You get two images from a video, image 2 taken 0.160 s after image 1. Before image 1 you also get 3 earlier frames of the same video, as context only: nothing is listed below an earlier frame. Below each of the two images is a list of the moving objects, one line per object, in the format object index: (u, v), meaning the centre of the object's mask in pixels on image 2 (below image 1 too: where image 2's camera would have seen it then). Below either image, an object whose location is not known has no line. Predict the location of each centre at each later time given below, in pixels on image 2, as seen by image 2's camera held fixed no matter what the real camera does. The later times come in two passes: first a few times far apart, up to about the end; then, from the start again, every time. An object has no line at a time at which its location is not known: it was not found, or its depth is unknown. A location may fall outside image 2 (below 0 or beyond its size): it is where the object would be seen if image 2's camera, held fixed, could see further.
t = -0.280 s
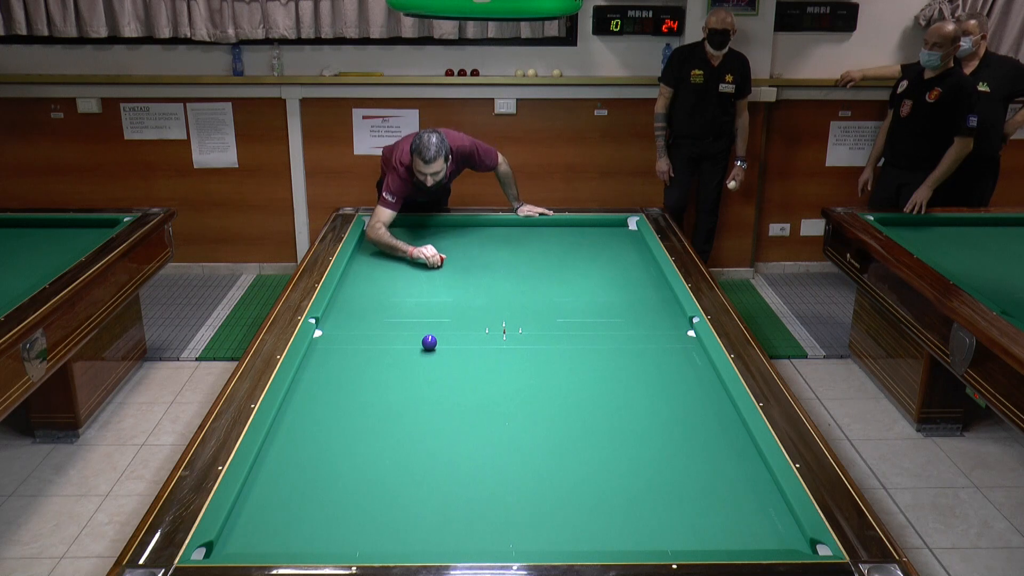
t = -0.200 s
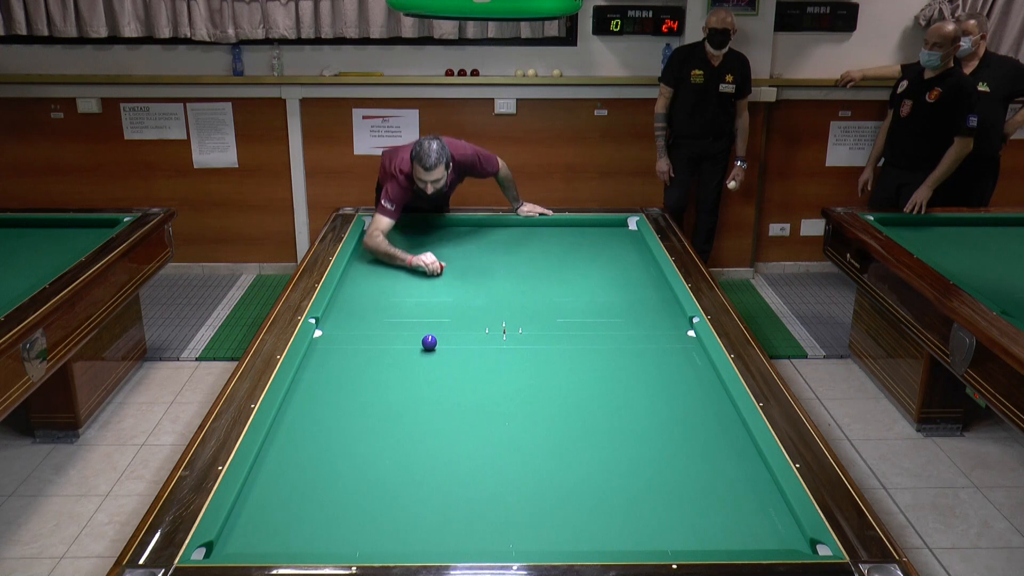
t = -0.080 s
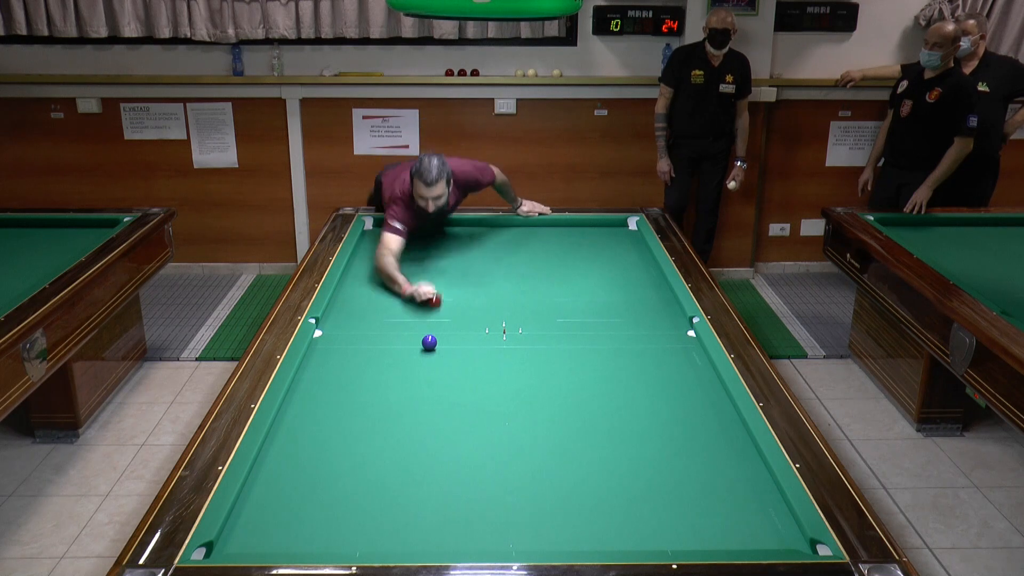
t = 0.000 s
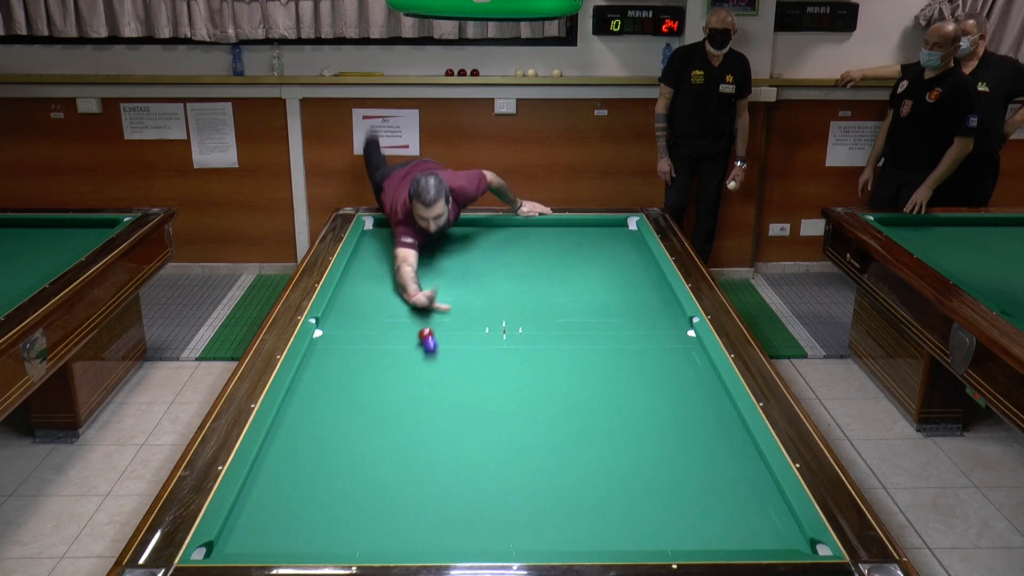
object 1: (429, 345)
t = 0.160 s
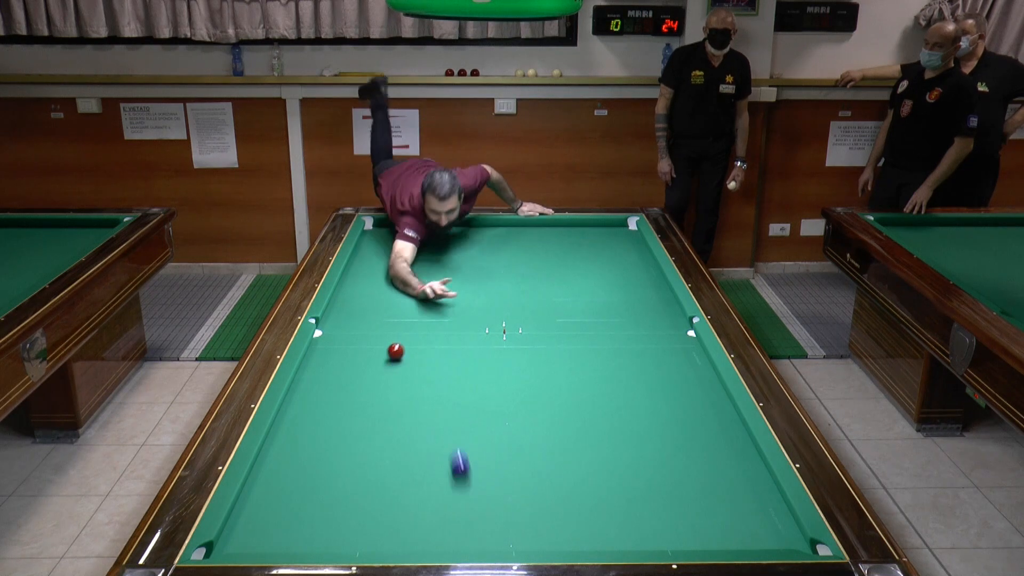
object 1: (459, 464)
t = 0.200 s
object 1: (470, 505)
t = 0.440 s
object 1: (506, 411)
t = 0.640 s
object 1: (519, 327)
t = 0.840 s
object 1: (526, 274)
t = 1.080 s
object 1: (533, 229)
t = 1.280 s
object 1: (537, 246)
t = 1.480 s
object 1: (542, 275)
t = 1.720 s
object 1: (550, 310)
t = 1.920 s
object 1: (557, 344)
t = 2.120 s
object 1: (566, 387)
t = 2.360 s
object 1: (579, 451)
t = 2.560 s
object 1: (594, 520)
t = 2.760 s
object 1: (594, 517)
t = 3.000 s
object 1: (584, 461)
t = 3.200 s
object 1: (577, 424)
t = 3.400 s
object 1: (571, 392)
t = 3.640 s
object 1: (566, 359)
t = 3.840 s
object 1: (561, 336)
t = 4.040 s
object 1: (558, 315)
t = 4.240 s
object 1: (554, 297)
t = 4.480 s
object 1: (551, 277)
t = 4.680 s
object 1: (548, 263)
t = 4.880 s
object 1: (545, 250)
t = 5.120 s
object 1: (543, 236)
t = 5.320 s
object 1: (541, 225)
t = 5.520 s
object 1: (541, 230)
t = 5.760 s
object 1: (543, 238)
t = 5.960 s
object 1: (544, 245)
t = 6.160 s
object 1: (546, 251)
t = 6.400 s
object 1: (547, 260)
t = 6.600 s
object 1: (549, 268)
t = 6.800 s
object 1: (550, 275)
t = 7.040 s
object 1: (552, 284)
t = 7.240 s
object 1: (553, 292)
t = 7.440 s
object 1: (554, 301)
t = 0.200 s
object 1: (470, 505)
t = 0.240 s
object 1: (482, 544)
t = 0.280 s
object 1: (489, 521)
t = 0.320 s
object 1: (494, 488)
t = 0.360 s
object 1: (499, 459)
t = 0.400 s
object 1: (502, 434)
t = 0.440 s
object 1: (506, 411)
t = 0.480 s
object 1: (509, 391)
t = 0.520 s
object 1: (512, 373)
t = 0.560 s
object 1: (514, 356)
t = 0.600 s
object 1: (517, 341)
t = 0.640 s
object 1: (519, 327)
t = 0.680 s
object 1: (520, 315)
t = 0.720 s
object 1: (522, 303)
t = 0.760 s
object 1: (524, 293)
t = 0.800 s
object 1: (525, 284)
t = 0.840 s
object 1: (526, 274)
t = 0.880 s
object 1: (527, 266)
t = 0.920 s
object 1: (528, 258)
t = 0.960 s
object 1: (530, 250)
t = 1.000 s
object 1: (531, 243)
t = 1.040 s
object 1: (532, 236)
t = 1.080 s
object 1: (533, 229)
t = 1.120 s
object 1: (533, 224)
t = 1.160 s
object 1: (534, 229)
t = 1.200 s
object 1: (535, 234)
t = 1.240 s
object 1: (536, 240)
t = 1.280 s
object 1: (537, 246)
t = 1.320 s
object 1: (538, 252)
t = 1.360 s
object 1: (539, 258)
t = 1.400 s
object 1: (540, 263)
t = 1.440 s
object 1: (541, 269)
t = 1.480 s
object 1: (542, 275)
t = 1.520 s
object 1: (544, 280)
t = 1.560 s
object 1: (545, 286)
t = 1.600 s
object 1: (546, 291)
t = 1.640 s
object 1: (547, 297)
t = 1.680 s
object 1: (548, 303)
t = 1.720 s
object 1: (550, 310)
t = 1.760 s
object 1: (551, 316)
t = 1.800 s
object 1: (552, 323)
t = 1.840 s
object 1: (554, 330)
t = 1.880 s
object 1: (555, 337)
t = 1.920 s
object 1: (557, 344)
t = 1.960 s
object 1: (559, 352)
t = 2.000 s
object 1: (560, 360)
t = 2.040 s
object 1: (562, 369)
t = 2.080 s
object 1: (564, 377)
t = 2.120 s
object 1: (566, 387)
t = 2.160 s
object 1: (568, 396)
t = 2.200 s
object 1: (570, 406)
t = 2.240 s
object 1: (572, 417)
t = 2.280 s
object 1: (574, 427)
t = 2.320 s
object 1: (577, 439)
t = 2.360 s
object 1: (579, 451)
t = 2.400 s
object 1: (582, 464)
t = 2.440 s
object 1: (585, 477)
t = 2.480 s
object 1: (588, 490)
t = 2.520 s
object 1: (591, 505)
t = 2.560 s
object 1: (594, 520)
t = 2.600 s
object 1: (598, 536)
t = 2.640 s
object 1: (600, 545)
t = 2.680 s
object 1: (599, 540)
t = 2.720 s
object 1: (597, 530)
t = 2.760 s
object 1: (594, 517)
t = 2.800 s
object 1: (592, 506)
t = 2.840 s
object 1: (590, 496)
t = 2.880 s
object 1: (589, 487)
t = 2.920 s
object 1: (587, 478)
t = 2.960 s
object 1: (586, 469)
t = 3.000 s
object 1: (584, 461)
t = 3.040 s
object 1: (583, 453)
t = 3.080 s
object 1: (581, 445)
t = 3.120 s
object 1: (580, 438)
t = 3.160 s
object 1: (579, 431)
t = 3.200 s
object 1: (577, 424)
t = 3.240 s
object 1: (576, 417)
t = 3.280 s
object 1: (575, 410)
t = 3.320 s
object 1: (574, 404)
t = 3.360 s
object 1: (572, 398)
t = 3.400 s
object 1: (571, 392)
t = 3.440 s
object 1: (570, 386)
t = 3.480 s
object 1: (569, 381)
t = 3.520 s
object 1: (568, 375)
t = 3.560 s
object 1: (568, 370)
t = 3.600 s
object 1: (566, 364)
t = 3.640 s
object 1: (566, 359)
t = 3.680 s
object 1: (565, 354)
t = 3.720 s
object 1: (564, 350)
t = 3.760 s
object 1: (563, 345)
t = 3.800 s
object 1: (562, 340)
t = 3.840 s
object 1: (561, 336)
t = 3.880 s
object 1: (561, 331)
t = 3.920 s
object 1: (560, 327)
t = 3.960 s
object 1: (559, 323)
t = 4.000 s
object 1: (558, 319)
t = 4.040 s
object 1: (558, 315)
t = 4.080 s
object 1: (557, 311)
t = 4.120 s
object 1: (556, 308)
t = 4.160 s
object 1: (555, 304)
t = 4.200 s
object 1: (555, 300)
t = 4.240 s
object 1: (554, 297)
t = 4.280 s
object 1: (554, 293)
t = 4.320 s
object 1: (553, 290)
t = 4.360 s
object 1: (552, 287)
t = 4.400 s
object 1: (552, 284)
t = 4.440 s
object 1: (551, 280)
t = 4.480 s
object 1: (551, 277)
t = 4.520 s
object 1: (550, 274)
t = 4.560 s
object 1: (549, 272)
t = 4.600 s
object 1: (549, 269)
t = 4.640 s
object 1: (548, 266)
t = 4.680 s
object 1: (548, 263)
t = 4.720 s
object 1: (547, 260)
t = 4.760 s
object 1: (547, 258)
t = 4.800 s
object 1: (546, 255)
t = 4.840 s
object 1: (546, 253)
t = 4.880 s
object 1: (545, 250)
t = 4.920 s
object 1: (545, 248)
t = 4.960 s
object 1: (544, 245)
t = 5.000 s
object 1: (544, 243)
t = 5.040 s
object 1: (543, 240)
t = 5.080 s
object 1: (543, 238)
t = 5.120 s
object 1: (543, 236)
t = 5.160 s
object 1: (542, 234)
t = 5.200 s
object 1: (542, 231)
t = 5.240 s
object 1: (541, 229)
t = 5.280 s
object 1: (541, 227)
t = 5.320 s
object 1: (541, 225)
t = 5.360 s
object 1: (541, 224)
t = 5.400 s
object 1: (541, 226)
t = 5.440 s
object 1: (541, 228)
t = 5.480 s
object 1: (541, 229)
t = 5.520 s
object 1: (541, 230)
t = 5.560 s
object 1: (542, 231)
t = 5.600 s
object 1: (542, 232)
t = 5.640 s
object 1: (542, 234)
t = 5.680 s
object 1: (542, 235)
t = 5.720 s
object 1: (543, 236)
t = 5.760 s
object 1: (543, 238)
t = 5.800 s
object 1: (543, 239)
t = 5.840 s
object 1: (543, 240)
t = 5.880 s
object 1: (544, 242)
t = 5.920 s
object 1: (544, 243)
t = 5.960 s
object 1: (544, 245)
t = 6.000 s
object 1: (545, 246)
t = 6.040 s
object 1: (545, 247)
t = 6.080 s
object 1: (545, 249)
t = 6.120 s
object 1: (545, 250)
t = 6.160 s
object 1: (546, 251)
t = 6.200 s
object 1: (546, 253)
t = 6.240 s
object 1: (546, 254)
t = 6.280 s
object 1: (546, 256)
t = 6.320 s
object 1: (547, 257)
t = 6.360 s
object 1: (547, 259)
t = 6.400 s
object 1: (547, 260)
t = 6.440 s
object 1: (548, 262)
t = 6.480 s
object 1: (548, 263)
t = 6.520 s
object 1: (548, 265)
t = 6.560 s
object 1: (548, 266)
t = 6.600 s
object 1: (549, 268)
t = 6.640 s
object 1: (549, 269)
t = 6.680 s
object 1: (549, 270)
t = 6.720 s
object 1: (550, 272)
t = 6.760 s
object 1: (550, 274)
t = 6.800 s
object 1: (550, 275)
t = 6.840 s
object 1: (550, 277)
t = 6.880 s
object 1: (551, 278)
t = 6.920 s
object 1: (551, 280)
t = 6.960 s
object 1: (551, 281)
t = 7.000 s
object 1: (551, 283)
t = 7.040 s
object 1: (552, 284)
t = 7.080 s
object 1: (552, 286)
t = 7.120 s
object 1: (552, 288)
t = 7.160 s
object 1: (552, 289)
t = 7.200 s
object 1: (553, 291)
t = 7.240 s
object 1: (553, 292)
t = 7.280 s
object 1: (553, 294)
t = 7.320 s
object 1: (553, 296)
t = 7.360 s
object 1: (554, 298)
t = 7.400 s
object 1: (554, 299)
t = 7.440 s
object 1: (554, 301)
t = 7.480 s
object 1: (554, 303)
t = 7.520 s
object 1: (555, 304)
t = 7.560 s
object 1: (555, 306)
